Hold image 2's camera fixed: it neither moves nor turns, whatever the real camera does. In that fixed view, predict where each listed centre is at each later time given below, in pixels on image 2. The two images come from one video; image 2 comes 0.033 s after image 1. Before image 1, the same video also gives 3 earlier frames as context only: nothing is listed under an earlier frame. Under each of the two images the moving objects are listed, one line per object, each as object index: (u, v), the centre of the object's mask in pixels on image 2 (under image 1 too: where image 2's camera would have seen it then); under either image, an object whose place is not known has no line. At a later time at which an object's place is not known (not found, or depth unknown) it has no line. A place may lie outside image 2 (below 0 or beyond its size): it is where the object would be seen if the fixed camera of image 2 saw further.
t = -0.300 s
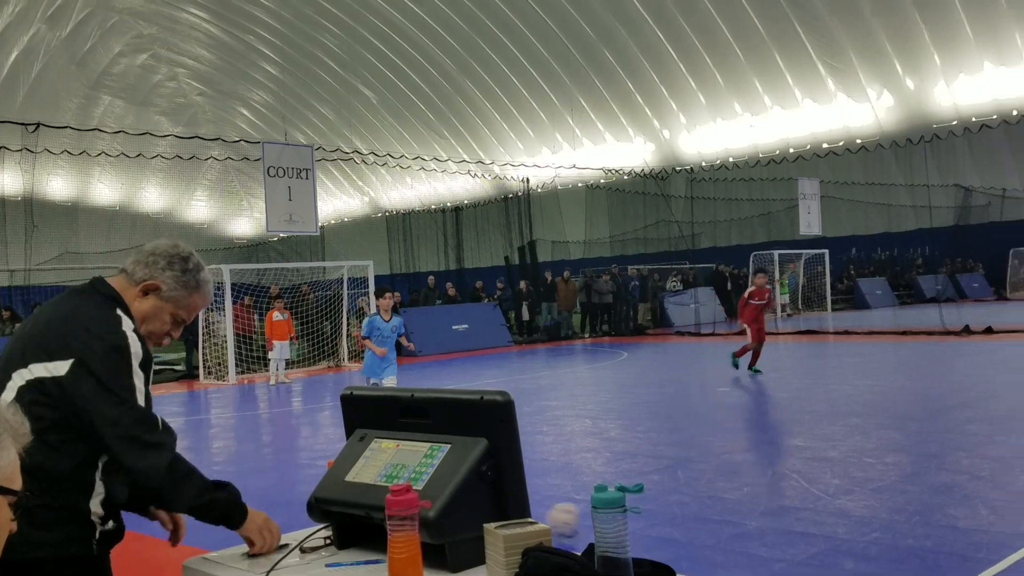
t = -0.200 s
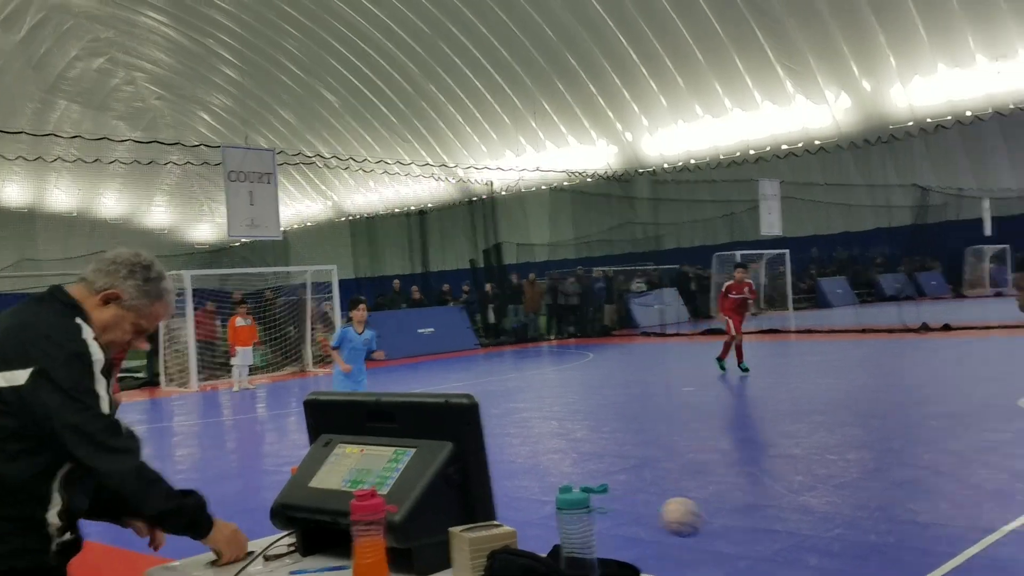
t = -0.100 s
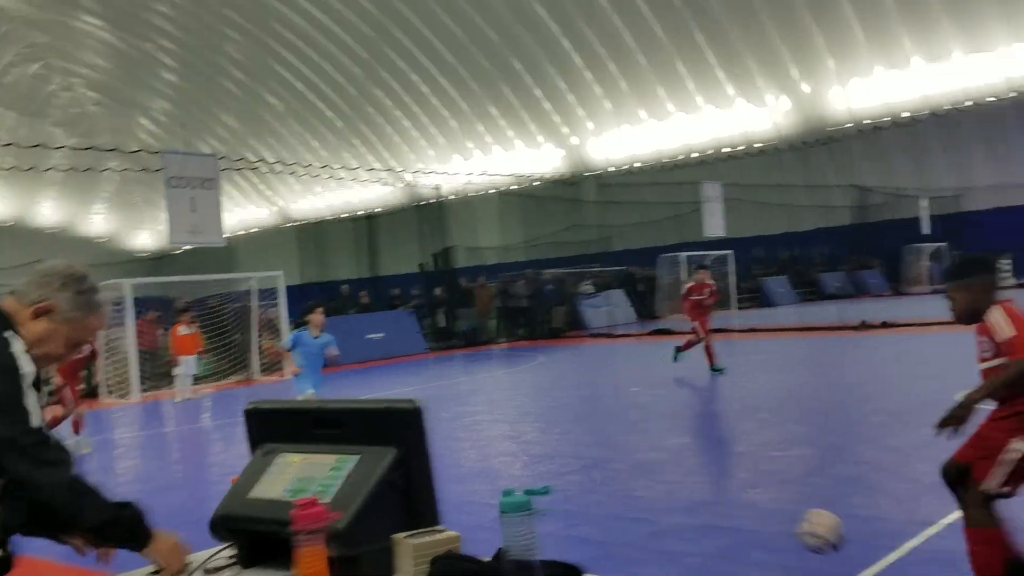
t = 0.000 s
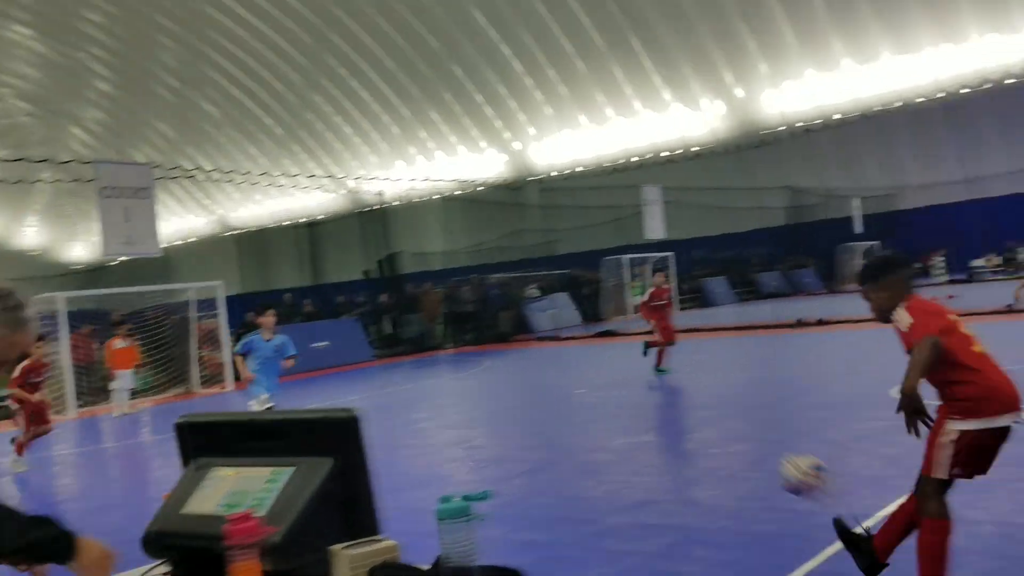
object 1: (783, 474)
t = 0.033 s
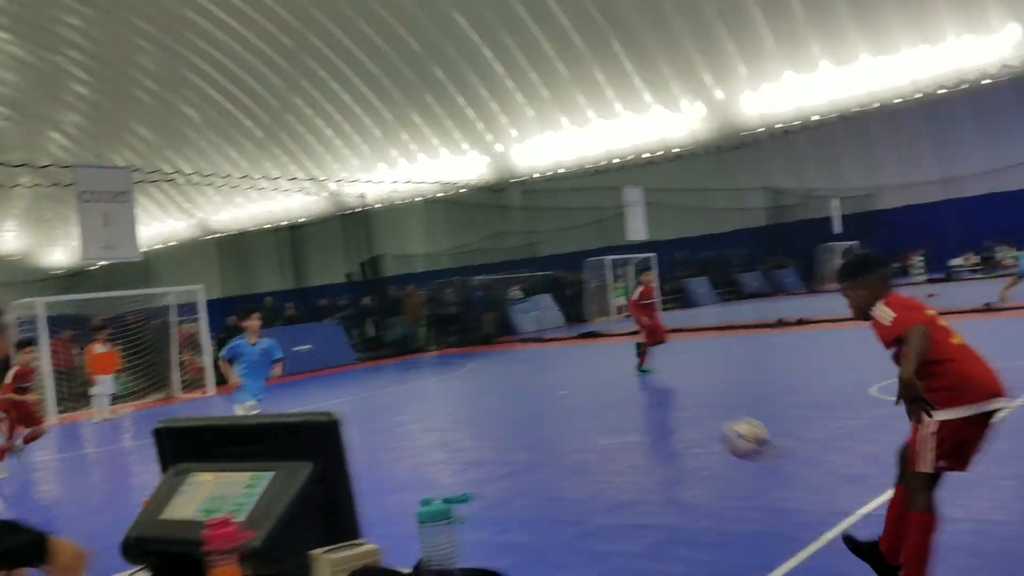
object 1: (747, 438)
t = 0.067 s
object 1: (710, 406)
